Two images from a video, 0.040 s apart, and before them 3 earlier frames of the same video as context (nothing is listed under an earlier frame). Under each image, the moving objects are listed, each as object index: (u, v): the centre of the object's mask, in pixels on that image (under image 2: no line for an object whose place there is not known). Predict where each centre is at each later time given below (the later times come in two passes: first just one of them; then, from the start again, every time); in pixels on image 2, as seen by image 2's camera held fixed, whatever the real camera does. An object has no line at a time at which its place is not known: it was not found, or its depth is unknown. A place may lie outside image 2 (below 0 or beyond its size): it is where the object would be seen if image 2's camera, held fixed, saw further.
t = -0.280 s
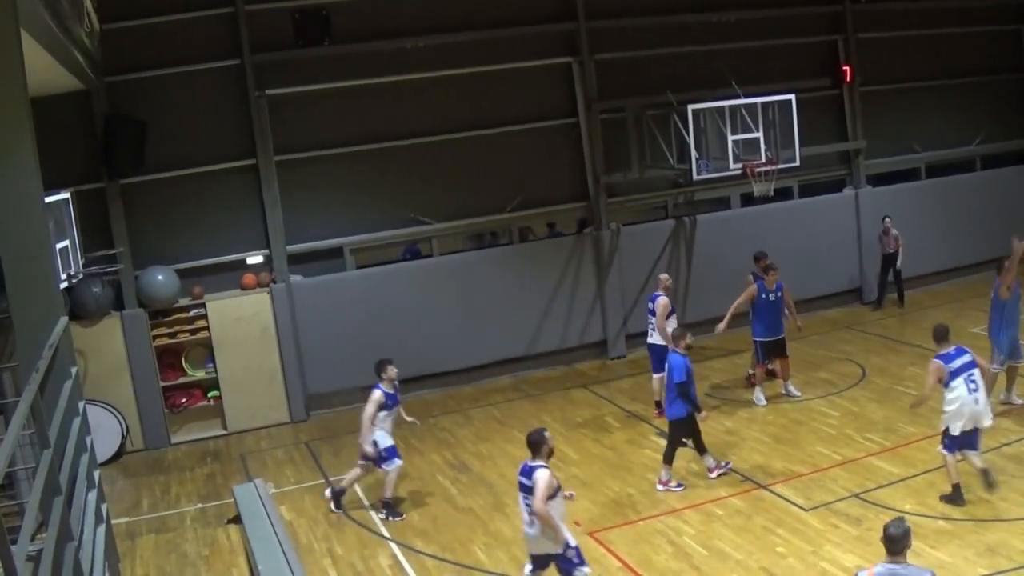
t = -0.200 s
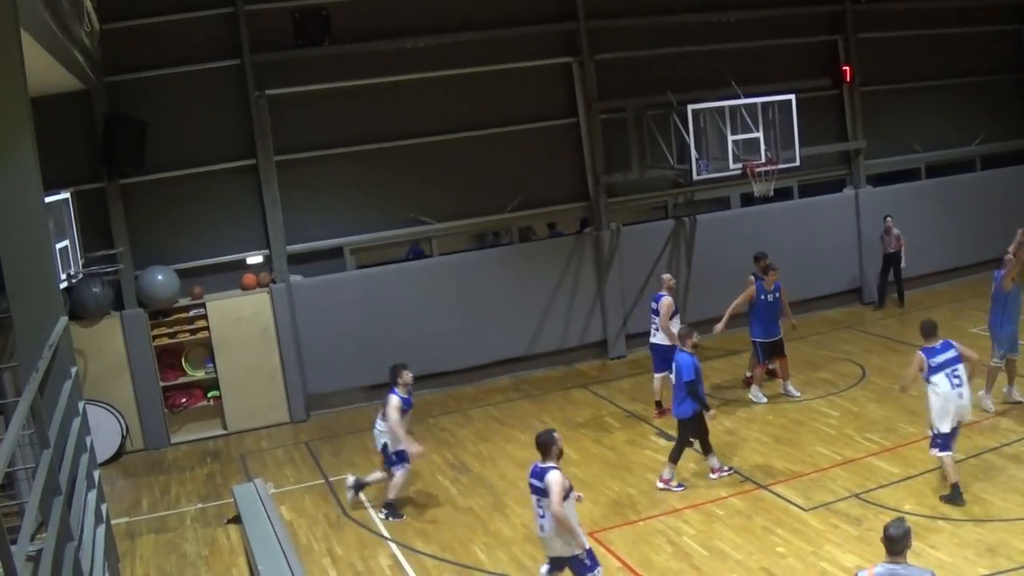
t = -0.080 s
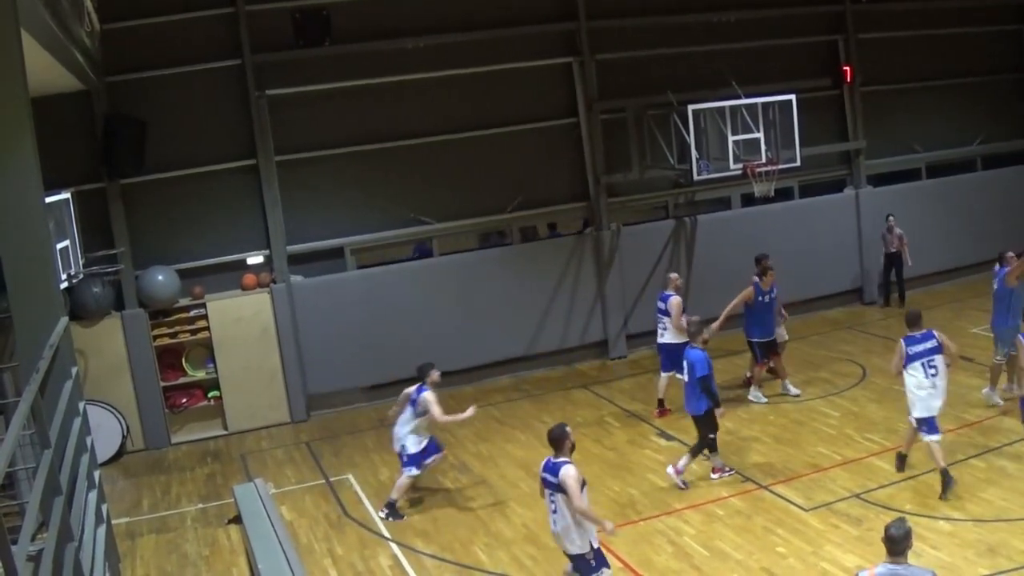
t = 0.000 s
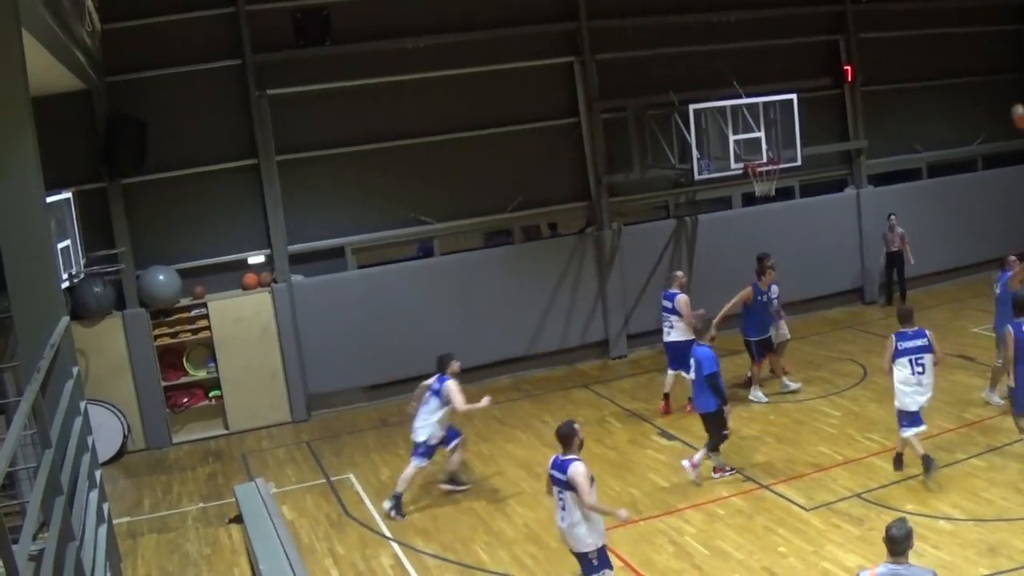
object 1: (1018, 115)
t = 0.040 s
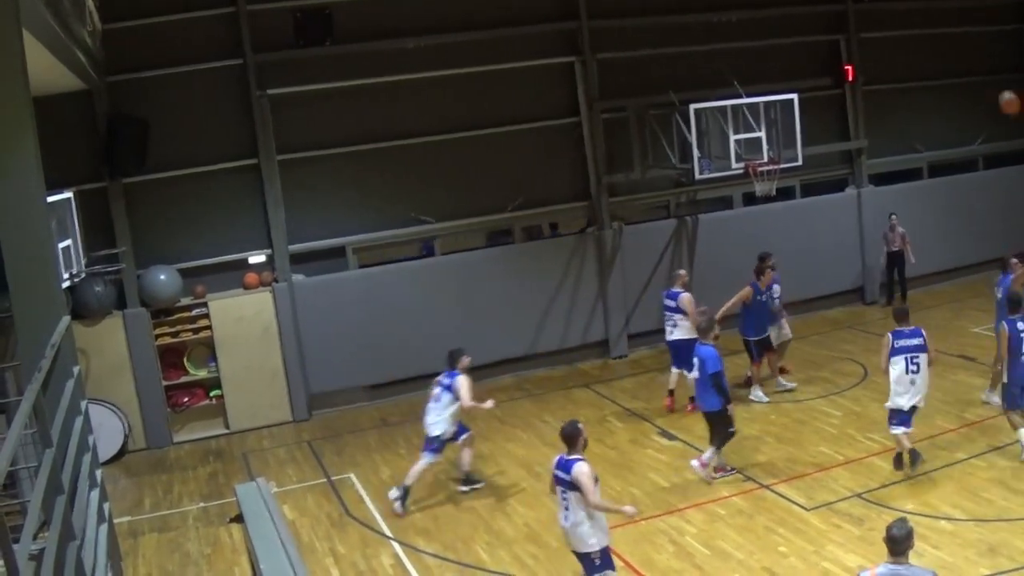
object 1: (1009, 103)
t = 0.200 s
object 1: (959, 64)
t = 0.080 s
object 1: (996, 90)
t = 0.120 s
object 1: (983, 79)
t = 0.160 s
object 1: (971, 72)
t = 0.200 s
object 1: (959, 64)
